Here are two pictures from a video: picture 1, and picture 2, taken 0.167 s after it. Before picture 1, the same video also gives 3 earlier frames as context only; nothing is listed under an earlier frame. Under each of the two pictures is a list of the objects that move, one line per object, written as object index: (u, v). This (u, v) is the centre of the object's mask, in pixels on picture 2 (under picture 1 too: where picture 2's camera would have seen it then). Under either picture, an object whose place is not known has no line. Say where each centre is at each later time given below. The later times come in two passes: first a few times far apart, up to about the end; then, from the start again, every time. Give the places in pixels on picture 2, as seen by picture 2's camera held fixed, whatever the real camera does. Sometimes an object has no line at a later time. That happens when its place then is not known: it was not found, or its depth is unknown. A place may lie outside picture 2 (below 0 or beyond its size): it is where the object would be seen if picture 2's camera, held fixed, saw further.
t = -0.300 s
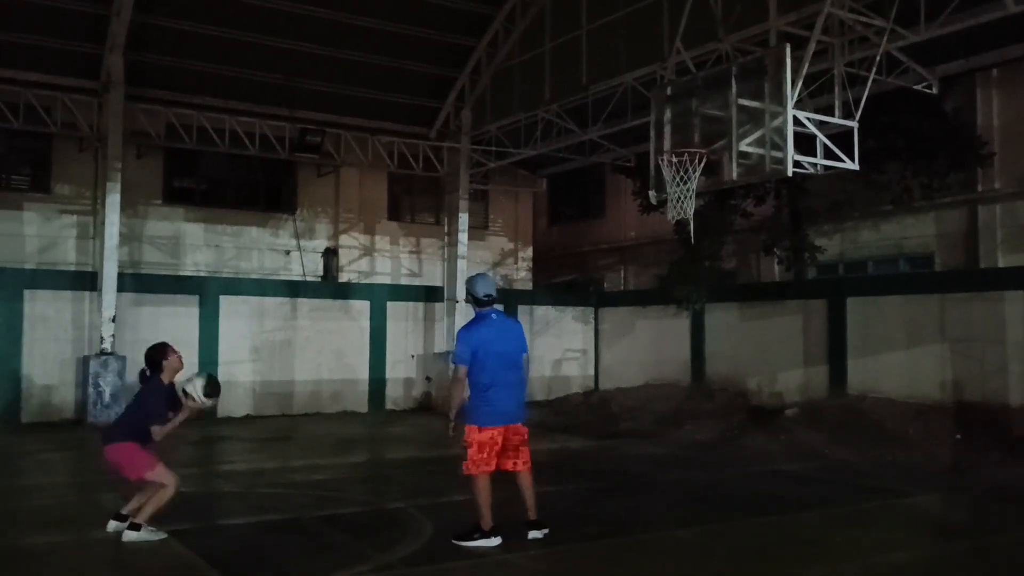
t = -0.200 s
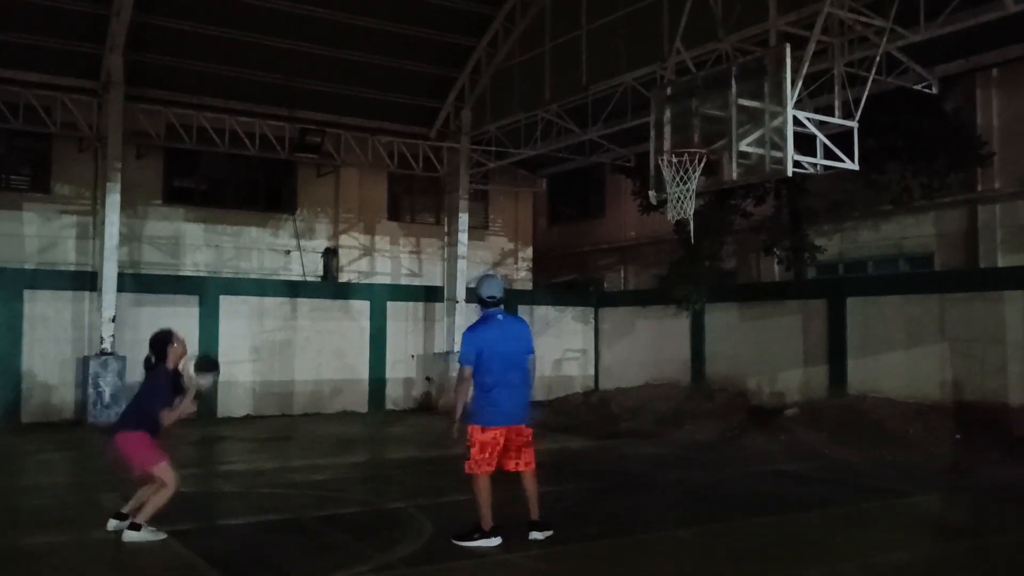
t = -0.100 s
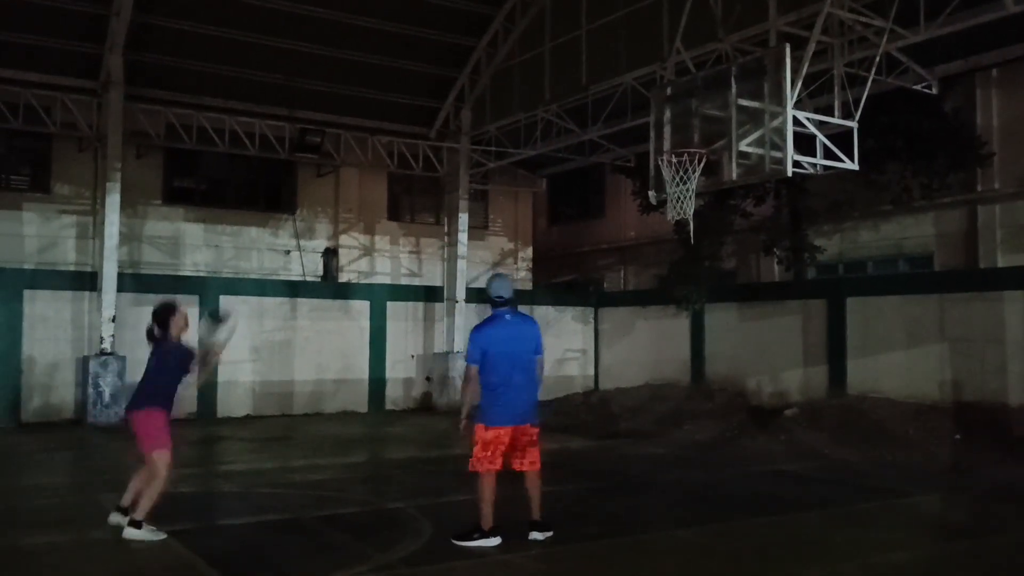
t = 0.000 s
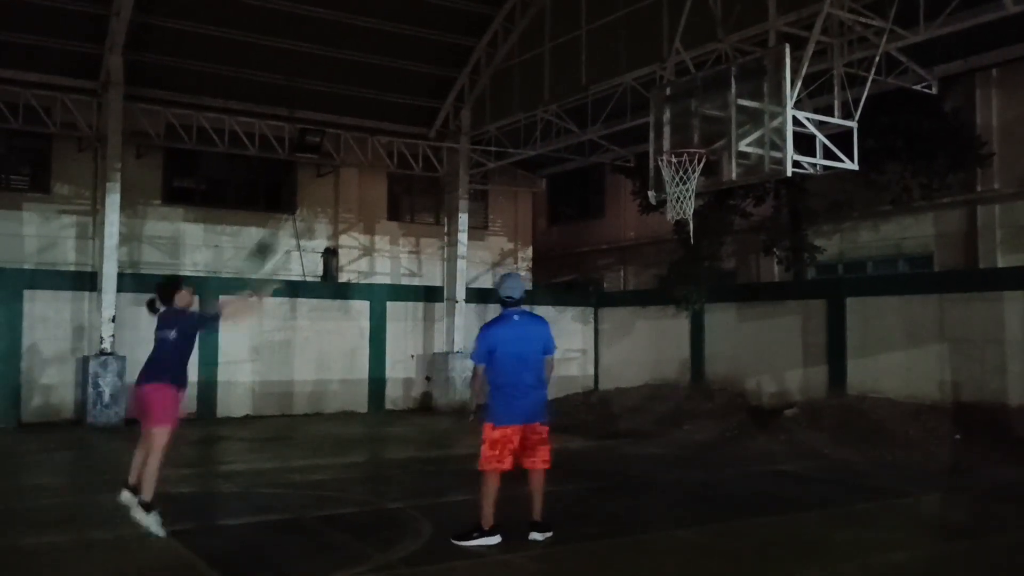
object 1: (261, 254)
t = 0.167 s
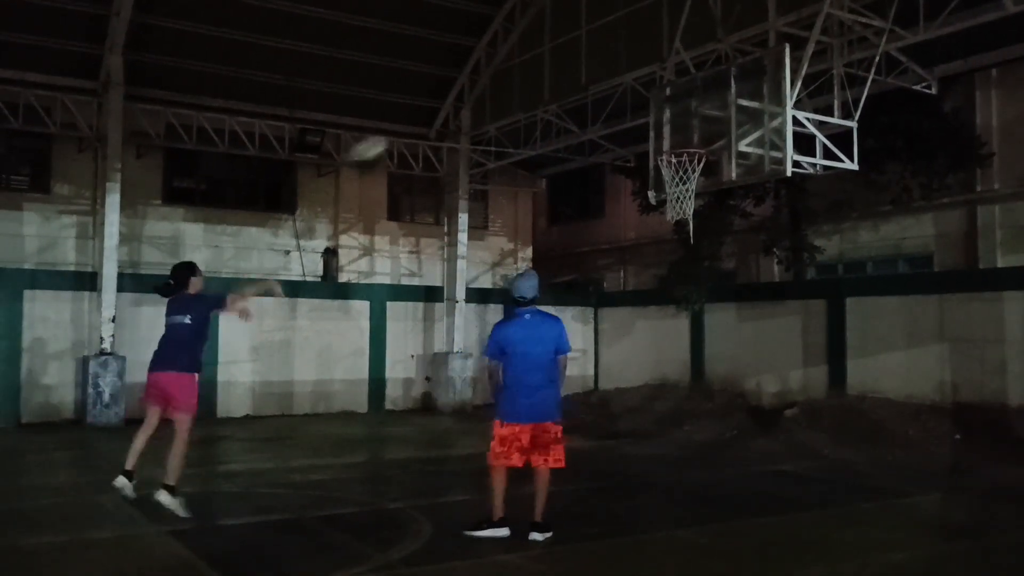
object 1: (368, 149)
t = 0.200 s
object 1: (385, 136)
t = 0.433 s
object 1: (497, 87)
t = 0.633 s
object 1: (579, 85)
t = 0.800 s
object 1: (635, 126)
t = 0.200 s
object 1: (385, 136)
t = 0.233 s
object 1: (401, 127)
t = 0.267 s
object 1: (419, 117)
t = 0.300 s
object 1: (437, 109)
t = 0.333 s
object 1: (453, 101)
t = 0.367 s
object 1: (470, 94)
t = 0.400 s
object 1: (483, 89)
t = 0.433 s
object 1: (497, 87)
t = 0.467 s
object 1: (512, 85)
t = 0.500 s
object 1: (526, 85)
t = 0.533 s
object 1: (541, 86)
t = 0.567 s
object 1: (556, 87)
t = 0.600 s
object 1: (570, 83)
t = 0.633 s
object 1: (579, 85)
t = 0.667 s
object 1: (589, 91)
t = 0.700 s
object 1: (601, 99)
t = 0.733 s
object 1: (612, 108)
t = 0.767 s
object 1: (624, 117)
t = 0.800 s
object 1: (635, 126)
